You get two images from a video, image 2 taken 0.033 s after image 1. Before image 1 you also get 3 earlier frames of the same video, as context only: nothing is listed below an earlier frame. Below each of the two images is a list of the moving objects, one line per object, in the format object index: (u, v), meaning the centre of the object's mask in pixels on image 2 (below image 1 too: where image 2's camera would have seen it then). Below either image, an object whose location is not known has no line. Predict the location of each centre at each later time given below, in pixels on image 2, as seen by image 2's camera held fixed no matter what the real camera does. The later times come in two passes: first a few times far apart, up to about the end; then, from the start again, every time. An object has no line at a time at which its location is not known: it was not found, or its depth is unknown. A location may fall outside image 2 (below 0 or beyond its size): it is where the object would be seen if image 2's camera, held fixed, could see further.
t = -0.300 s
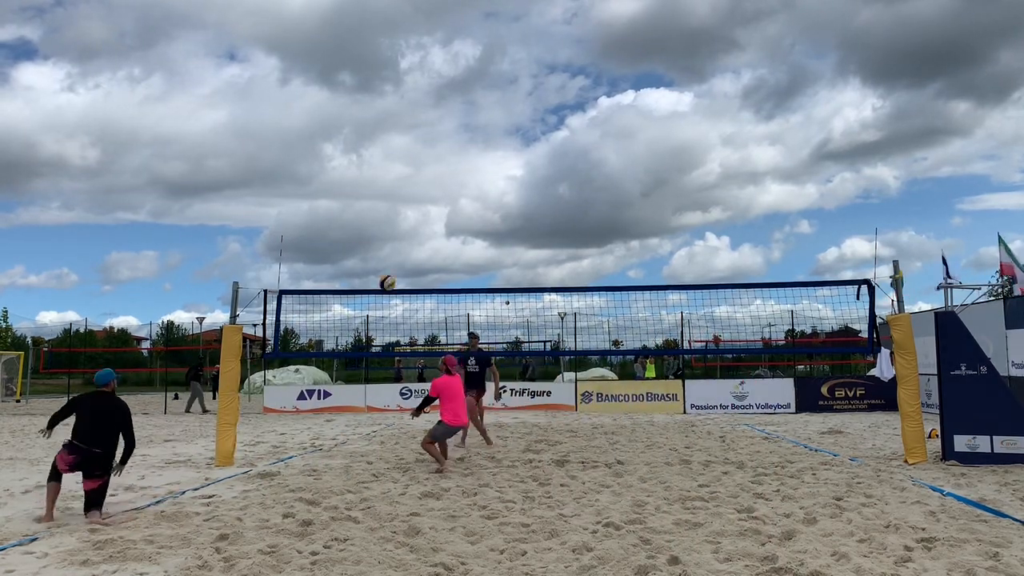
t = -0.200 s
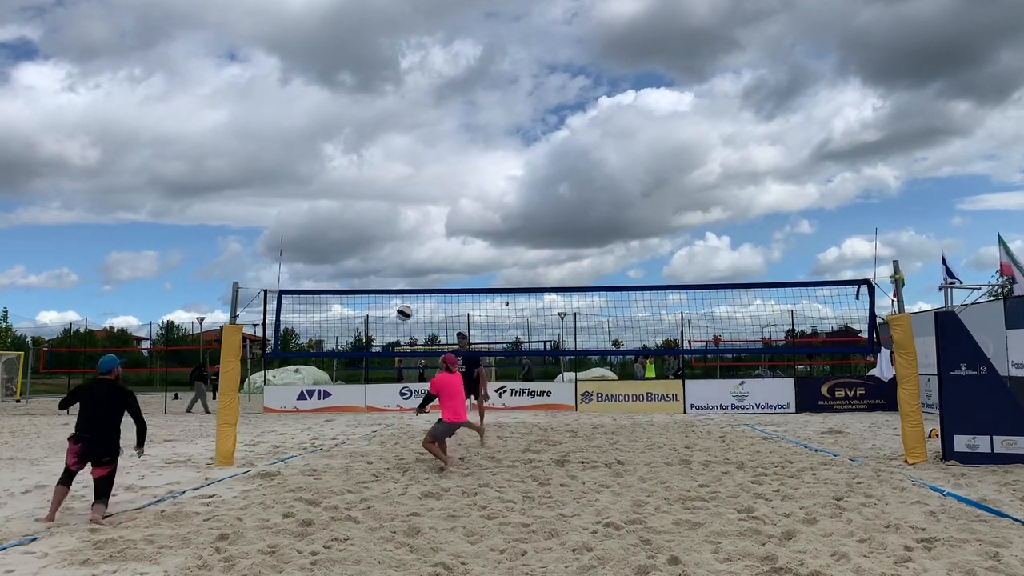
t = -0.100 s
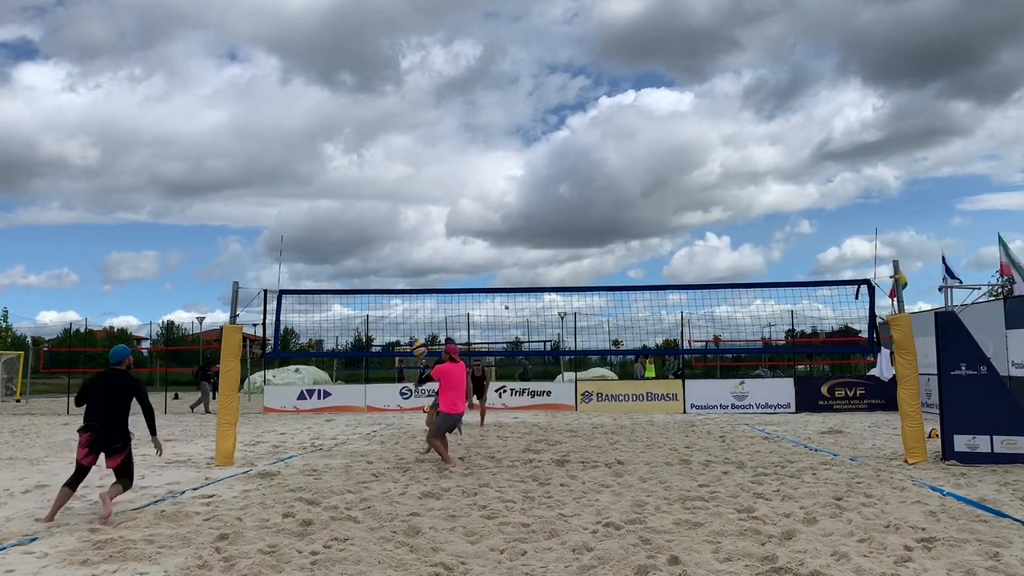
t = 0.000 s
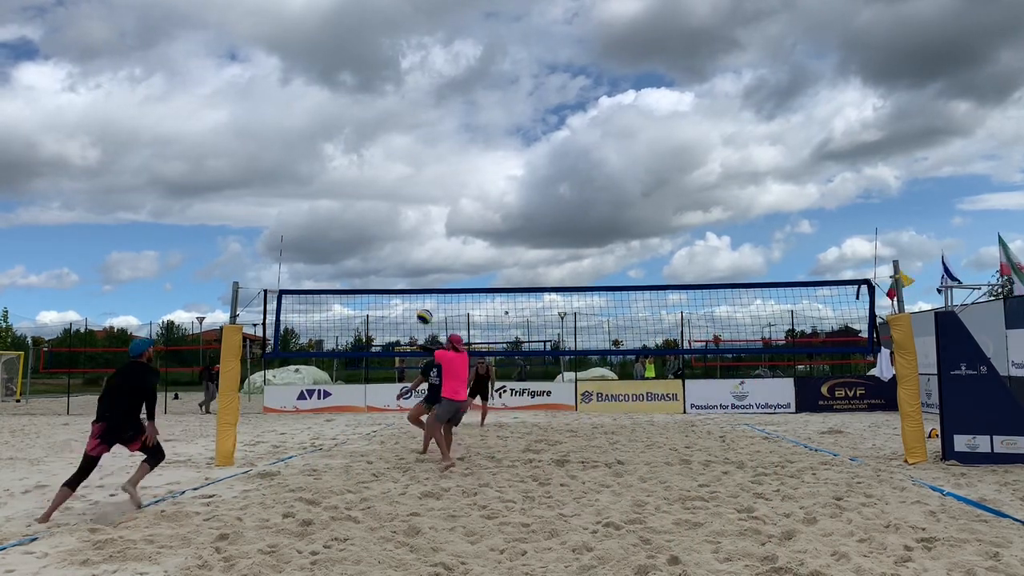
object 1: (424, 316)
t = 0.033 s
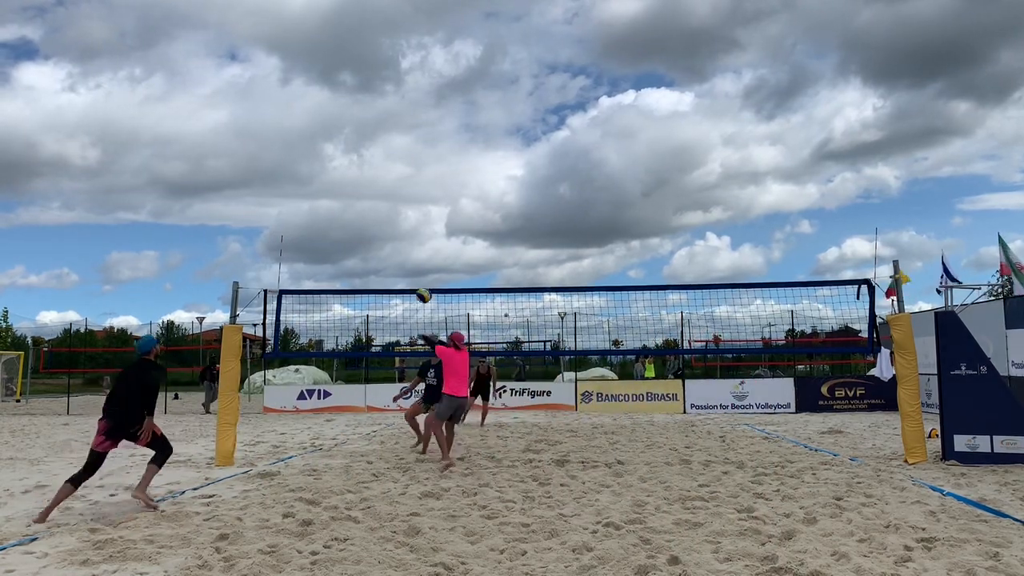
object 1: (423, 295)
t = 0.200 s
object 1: (420, 203)
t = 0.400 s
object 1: (415, 119)
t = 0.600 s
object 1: (410, 65)
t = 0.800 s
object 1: (406, 39)
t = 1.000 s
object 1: (403, 41)
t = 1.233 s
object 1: (399, 78)
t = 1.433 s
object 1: (398, 140)
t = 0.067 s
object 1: (423, 275)
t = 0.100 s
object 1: (422, 256)
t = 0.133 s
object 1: (421, 237)
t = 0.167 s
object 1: (420, 220)
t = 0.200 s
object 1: (420, 203)
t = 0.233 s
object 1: (419, 187)
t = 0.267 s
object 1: (418, 172)
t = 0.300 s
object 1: (417, 158)
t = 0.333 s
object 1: (416, 144)
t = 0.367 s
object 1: (415, 132)
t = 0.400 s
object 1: (415, 119)
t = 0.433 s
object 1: (414, 108)
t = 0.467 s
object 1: (413, 98)
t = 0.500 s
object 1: (412, 89)
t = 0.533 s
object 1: (412, 80)
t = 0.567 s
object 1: (411, 72)
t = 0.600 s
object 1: (410, 65)
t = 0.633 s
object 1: (409, 59)
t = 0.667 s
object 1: (409, 53)
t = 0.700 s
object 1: (408, 48)
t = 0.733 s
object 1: (408, 44)
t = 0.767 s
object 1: (407, 41)
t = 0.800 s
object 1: (406, 39)
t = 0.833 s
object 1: (406, 38)
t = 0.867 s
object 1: (405, 37)
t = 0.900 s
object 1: (404, 37)
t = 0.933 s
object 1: (403, 37)
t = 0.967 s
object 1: (403, 39)
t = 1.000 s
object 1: (403, 41)
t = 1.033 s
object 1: (402, 44)
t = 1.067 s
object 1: (402, 48)
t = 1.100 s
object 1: (401, 53)
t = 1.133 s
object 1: (401, 58)
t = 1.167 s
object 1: (400, 64)
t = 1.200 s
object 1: (400, 71)
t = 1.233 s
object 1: (399, 78)
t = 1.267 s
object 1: (399, 87)
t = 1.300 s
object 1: (399, 96)
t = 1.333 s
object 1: (399, 106)
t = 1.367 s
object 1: (398, 117)
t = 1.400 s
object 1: (398, 128)
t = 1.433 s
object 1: (398, 140)
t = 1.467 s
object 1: (397, 153)
